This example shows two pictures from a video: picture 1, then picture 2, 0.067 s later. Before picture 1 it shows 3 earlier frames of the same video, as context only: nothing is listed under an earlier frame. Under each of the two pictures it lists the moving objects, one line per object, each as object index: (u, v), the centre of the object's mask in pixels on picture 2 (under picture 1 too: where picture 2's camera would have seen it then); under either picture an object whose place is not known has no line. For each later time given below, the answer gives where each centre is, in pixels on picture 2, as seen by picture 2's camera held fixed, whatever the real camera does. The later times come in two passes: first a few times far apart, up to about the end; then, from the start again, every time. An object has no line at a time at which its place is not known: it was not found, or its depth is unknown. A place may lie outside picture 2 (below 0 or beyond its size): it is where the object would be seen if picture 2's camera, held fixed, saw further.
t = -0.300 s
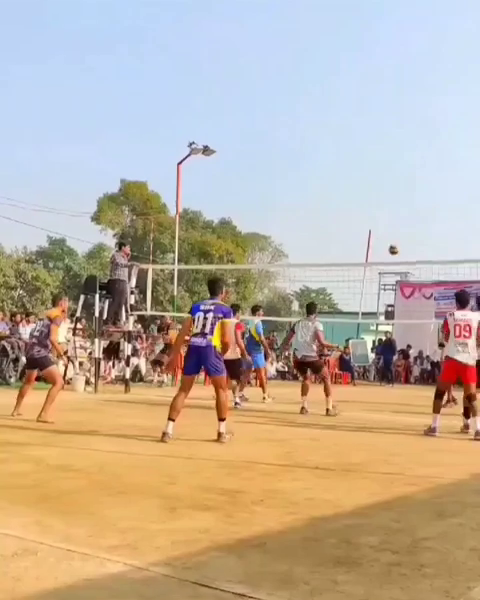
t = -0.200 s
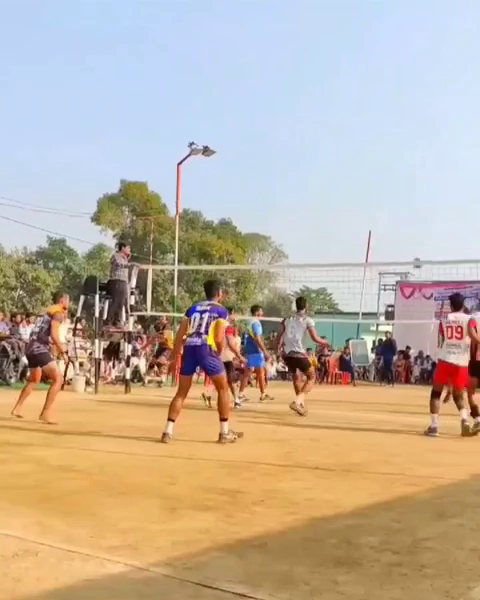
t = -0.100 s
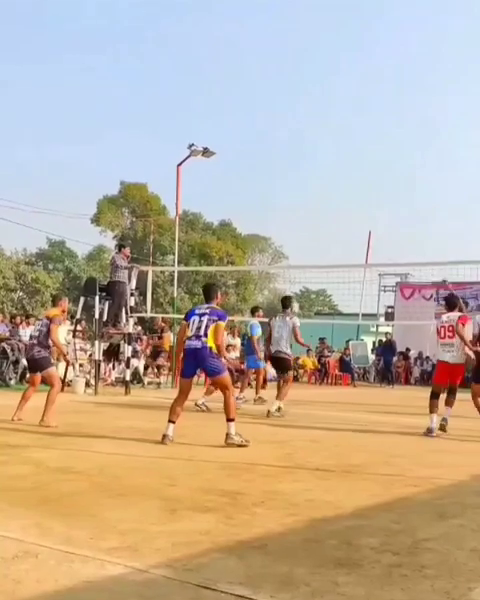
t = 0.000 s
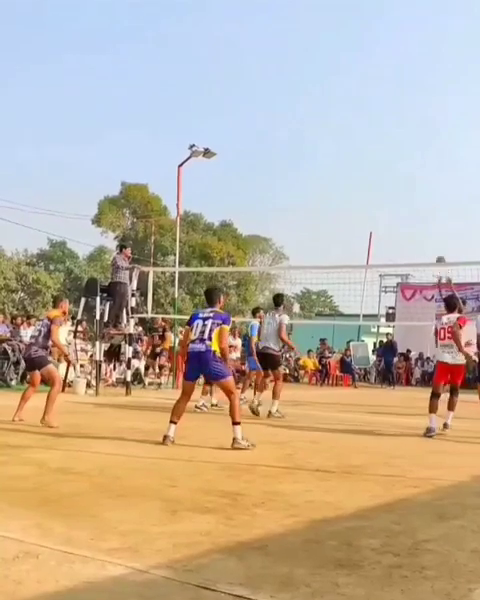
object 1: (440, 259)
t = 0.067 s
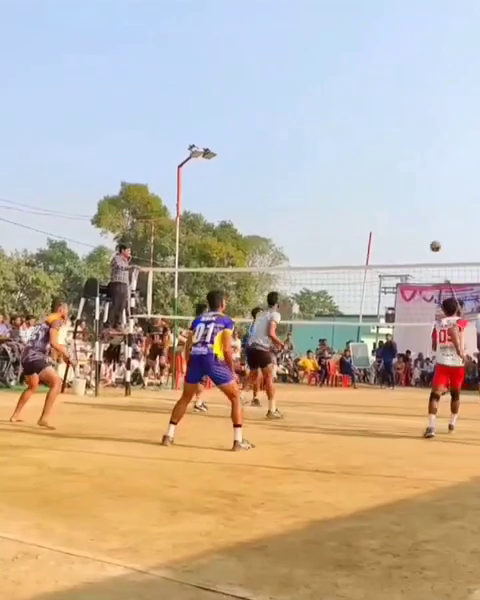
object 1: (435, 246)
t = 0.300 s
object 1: (416, 207)
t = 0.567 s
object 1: (393, 196)
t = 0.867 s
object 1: (362, 234)
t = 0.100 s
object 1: (432, 239)
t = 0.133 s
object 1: (430, 232)
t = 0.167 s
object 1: (427, 226)
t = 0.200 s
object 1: (425, 221)
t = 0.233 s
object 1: (422, 216)
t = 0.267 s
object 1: (419, 211)
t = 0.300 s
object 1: (416, 207)
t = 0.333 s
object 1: (414, 204)
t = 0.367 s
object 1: (411, 201)
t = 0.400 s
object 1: (408, 198)
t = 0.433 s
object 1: (405, 197)
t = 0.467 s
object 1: (402, 196)
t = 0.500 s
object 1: (399, 195)
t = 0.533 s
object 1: (396, 195)
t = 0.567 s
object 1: (393, 196)
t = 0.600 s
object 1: (389, 197)
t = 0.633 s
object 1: (386, 199)
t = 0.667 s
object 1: (383, 202)
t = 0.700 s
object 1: (380, 205)
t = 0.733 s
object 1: (376, 210)
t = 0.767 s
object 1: (373, 215)
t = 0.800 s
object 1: (369, 220)
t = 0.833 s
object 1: (366, 227)
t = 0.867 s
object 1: (362, 234)
